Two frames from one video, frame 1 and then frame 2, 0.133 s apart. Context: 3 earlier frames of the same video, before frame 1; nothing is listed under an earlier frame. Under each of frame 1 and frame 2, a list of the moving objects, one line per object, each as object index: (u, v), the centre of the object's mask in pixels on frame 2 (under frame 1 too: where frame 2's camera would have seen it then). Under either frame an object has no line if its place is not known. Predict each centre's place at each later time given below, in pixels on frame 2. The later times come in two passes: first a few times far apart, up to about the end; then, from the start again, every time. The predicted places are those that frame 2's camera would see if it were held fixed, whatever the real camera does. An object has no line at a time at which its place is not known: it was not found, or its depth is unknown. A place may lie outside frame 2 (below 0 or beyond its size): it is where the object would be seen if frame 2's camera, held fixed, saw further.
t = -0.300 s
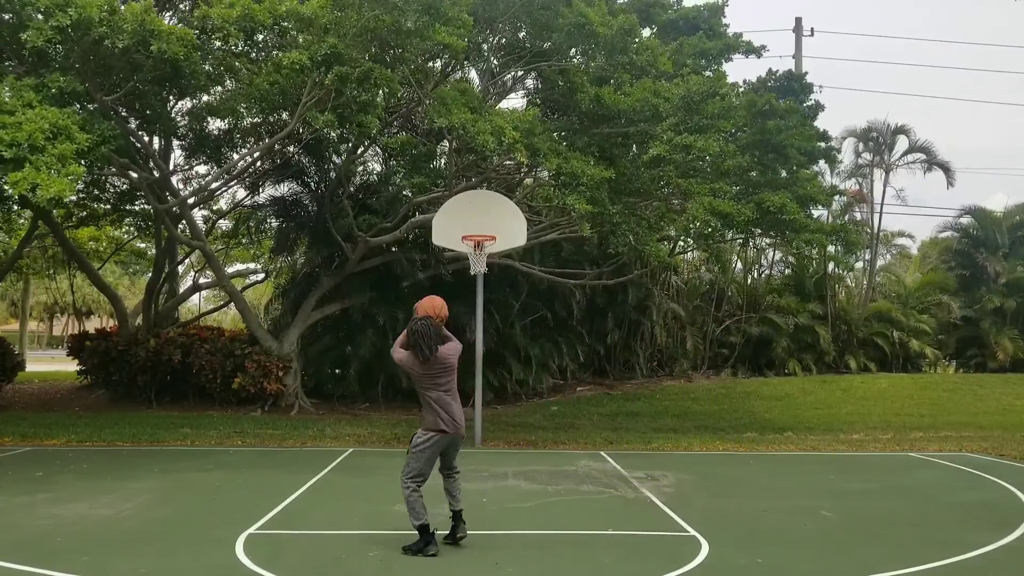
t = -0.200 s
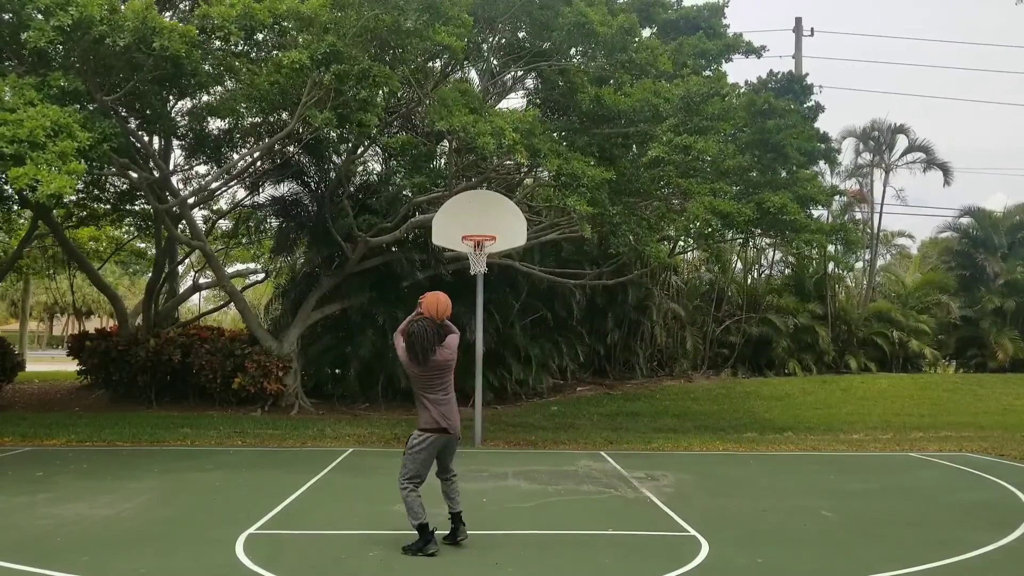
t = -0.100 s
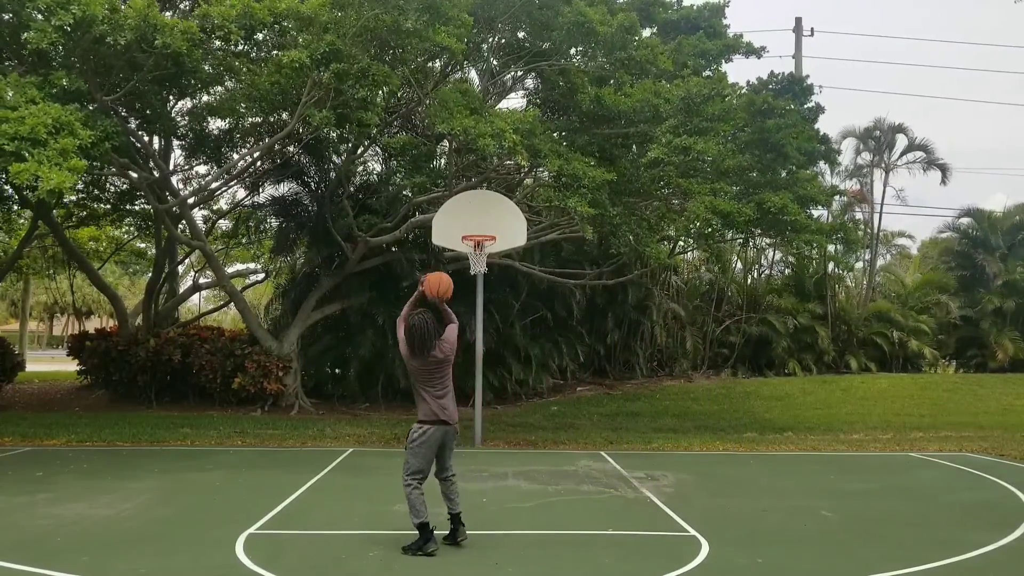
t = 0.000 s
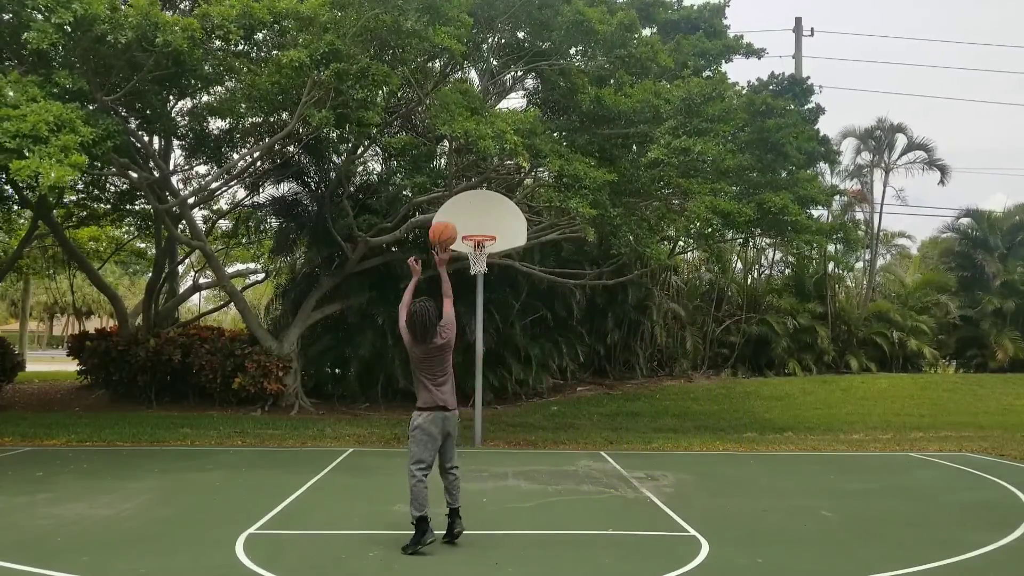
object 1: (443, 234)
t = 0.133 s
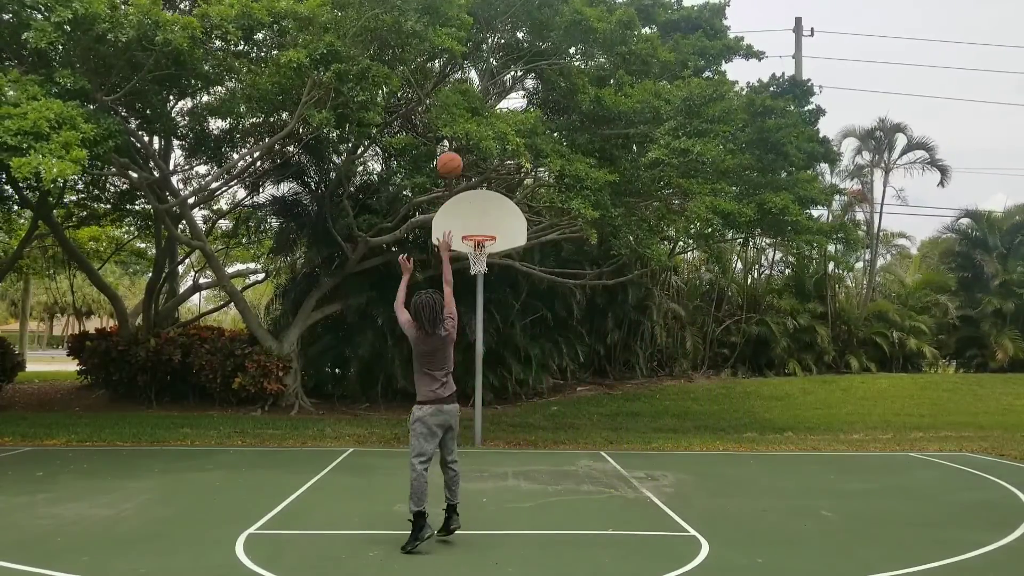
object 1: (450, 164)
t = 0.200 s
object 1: (453, 140)
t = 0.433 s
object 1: (459, 102)
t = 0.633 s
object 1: (465, 111)
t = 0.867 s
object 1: (469, 155)
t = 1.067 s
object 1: (471, 217)
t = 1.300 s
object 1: (482, 233)
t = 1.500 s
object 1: (469, 227)
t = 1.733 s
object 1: (468, 227)
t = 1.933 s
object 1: (457, 241)
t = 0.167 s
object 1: (451, 151)
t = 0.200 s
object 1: (453, 140)
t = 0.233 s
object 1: (454, 131)
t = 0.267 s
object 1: (454, 123)
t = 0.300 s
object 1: (456, 116)
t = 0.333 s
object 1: (456, 111)
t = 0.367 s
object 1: (458, 106)
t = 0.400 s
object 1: (459, 104)
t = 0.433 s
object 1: (459, 102)
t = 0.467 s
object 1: (460, 102)
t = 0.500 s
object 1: (461, 101)
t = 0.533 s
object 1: (462, 102)
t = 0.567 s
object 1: (462, 104)
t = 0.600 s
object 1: (463, 107)
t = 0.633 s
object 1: (465, 111)
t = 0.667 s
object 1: (465, 115)
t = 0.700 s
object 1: (466, 120)
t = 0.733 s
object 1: (467, 126)
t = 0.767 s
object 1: (468, 133)
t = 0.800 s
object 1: (468, 140)
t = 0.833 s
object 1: (469, 148)
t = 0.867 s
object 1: (469, 155)
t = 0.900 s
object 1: (469, 165)
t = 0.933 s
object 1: (470, 174)
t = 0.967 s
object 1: (470, 185)
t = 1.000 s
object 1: (470, 196)
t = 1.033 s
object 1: (471, 207)
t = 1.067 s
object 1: (471, 217)
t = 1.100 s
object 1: (471, 223)
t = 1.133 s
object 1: (471, 228)
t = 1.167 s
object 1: (472, 233)
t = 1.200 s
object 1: (480, 232)
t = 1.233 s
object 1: (486, 233)
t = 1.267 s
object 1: (484, 233)
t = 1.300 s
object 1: (482, 233)
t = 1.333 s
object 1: (478, 232)
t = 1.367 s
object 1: (473, 231)
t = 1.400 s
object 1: (469, 231)
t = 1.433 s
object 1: (469, 229)
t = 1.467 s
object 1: (469, 227)
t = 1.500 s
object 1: (469, 227)
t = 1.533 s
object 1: (469, 227)
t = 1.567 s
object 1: (469, 227)
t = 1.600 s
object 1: (469, 227)
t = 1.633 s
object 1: (469, 226)
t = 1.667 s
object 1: (469, 225)
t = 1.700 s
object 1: (469, 226)
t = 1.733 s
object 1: (468, 227)
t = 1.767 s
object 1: (467, 228)
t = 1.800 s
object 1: (465, 229)
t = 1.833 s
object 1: (463, 231)
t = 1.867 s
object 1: (461, 234)
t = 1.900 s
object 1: (459, 237)
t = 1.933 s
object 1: (457, 241)
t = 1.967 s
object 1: (455, 246)
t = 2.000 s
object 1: (453, 253)
